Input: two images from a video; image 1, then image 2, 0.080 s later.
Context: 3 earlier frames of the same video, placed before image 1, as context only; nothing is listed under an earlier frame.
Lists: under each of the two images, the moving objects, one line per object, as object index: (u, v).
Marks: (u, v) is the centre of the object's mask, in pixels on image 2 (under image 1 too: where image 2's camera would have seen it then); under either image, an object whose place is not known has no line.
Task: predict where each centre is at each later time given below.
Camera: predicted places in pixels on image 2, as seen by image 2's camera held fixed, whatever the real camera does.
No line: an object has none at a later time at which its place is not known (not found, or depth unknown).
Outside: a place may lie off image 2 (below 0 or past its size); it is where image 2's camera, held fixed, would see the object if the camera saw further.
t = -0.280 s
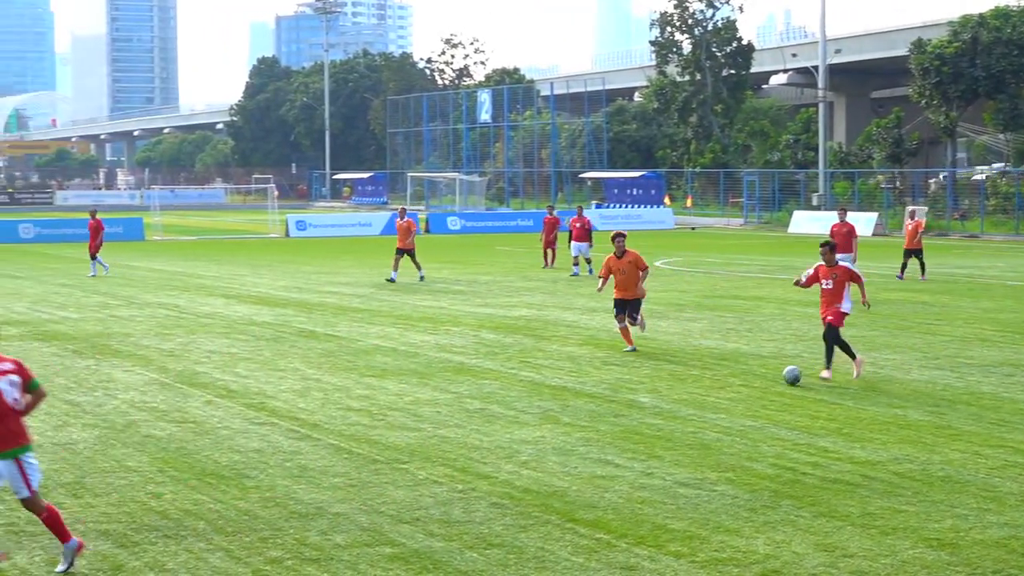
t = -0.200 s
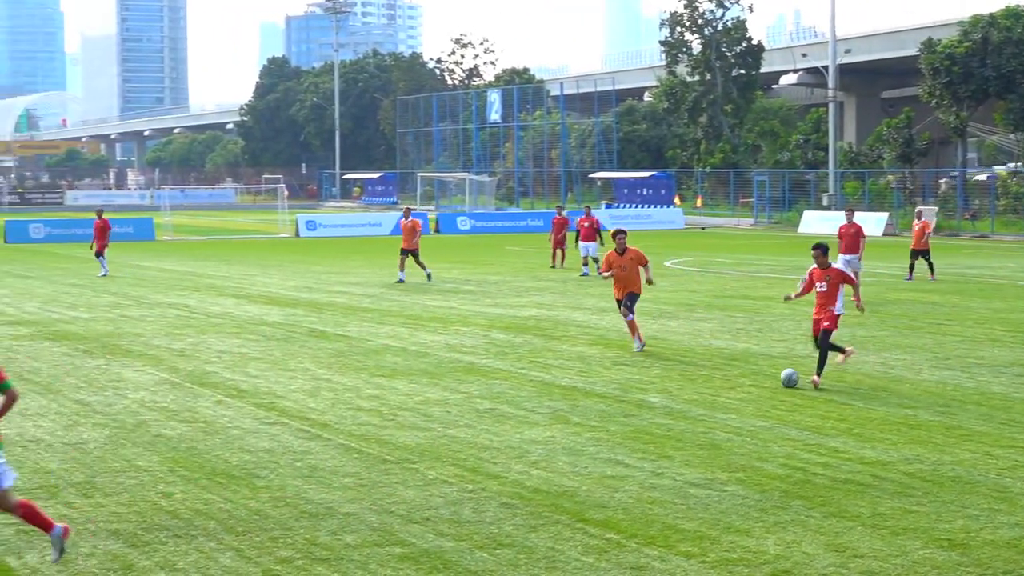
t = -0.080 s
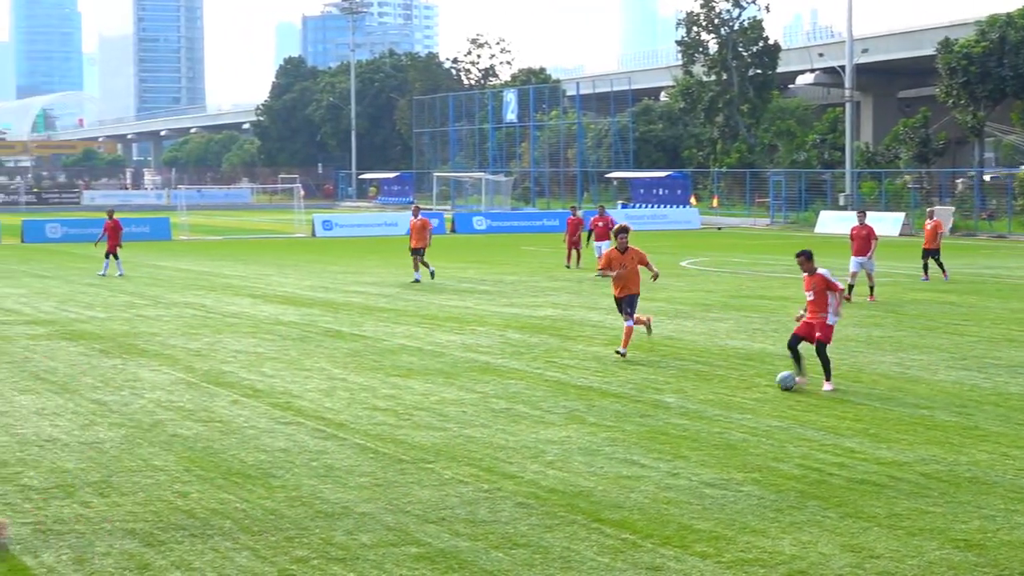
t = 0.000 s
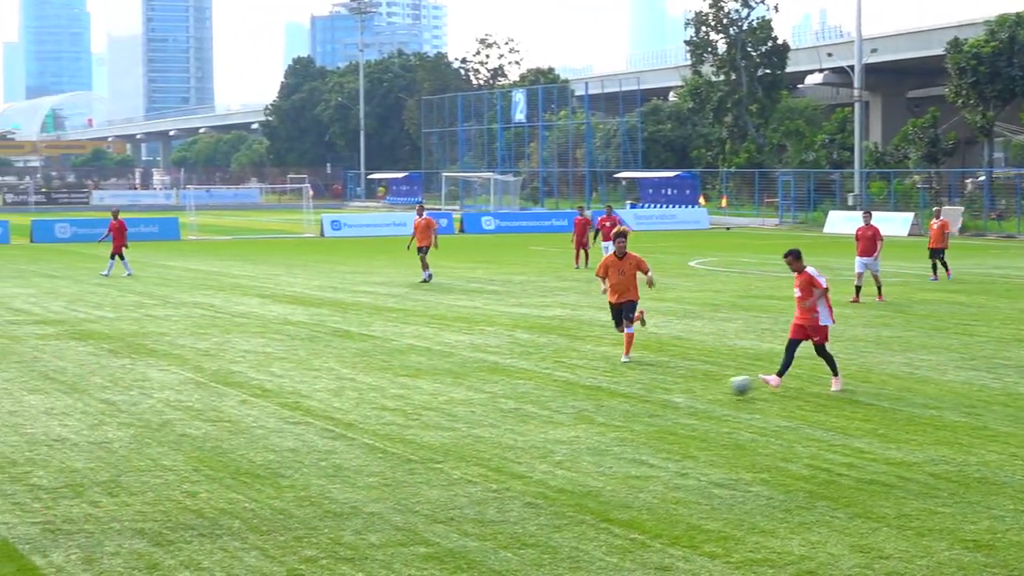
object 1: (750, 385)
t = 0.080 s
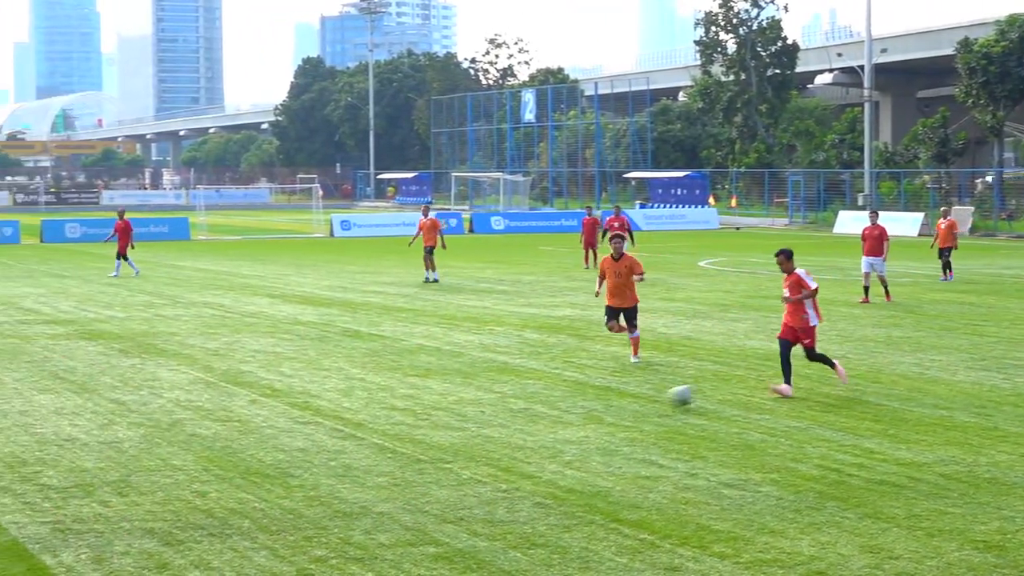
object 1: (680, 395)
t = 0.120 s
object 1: (646, 403)
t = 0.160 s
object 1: (609, 409)
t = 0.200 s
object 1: (575, 411)
